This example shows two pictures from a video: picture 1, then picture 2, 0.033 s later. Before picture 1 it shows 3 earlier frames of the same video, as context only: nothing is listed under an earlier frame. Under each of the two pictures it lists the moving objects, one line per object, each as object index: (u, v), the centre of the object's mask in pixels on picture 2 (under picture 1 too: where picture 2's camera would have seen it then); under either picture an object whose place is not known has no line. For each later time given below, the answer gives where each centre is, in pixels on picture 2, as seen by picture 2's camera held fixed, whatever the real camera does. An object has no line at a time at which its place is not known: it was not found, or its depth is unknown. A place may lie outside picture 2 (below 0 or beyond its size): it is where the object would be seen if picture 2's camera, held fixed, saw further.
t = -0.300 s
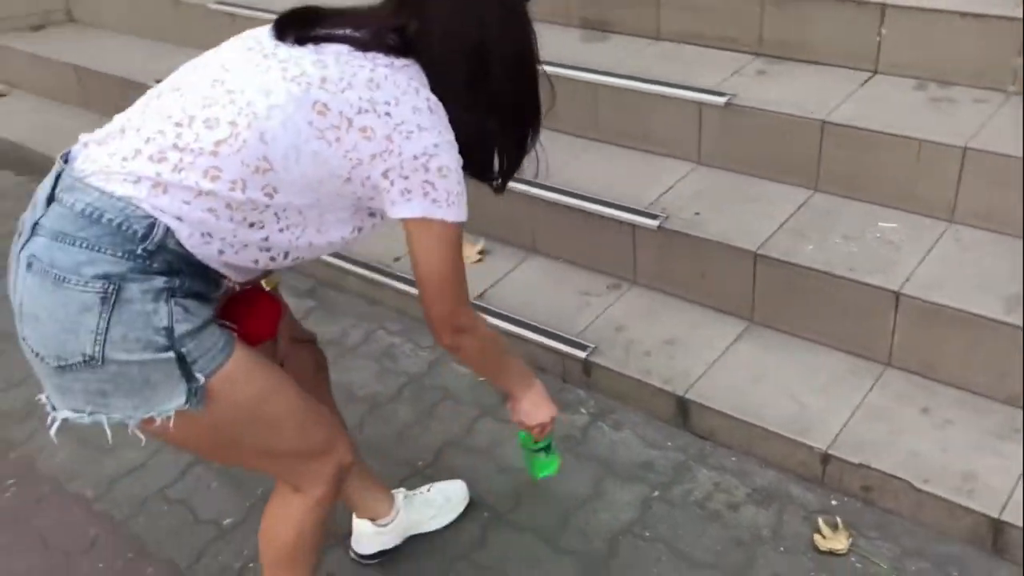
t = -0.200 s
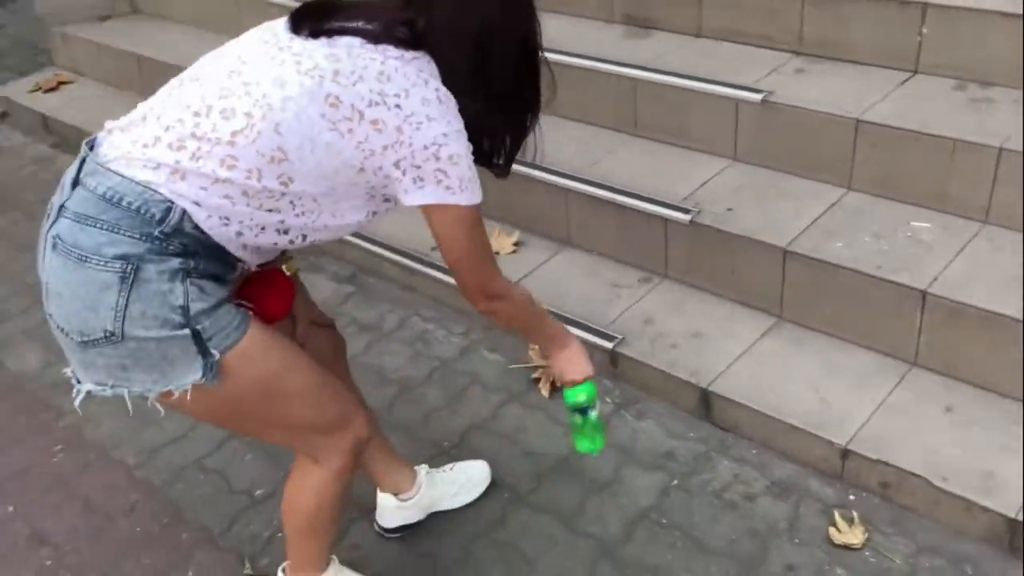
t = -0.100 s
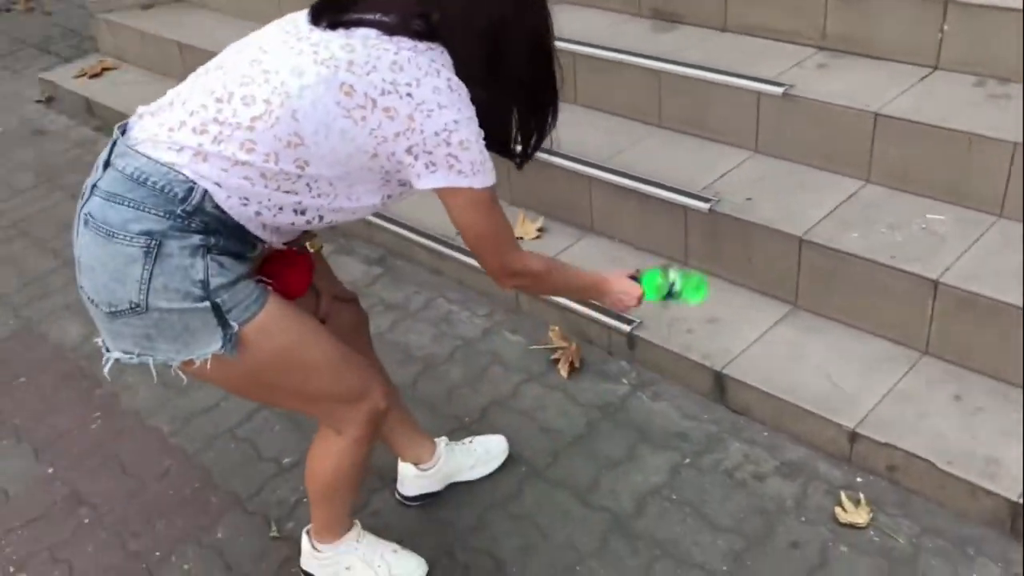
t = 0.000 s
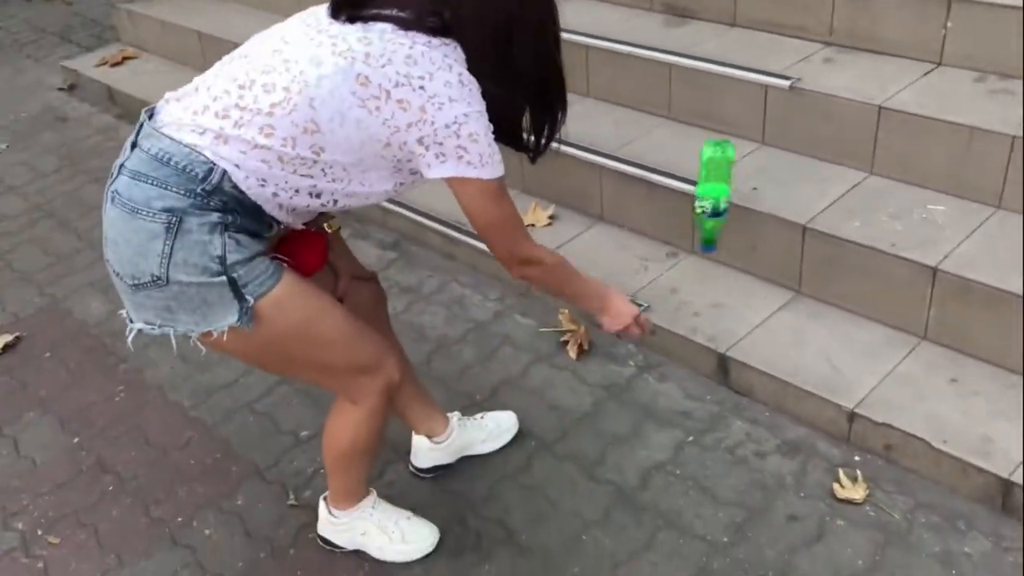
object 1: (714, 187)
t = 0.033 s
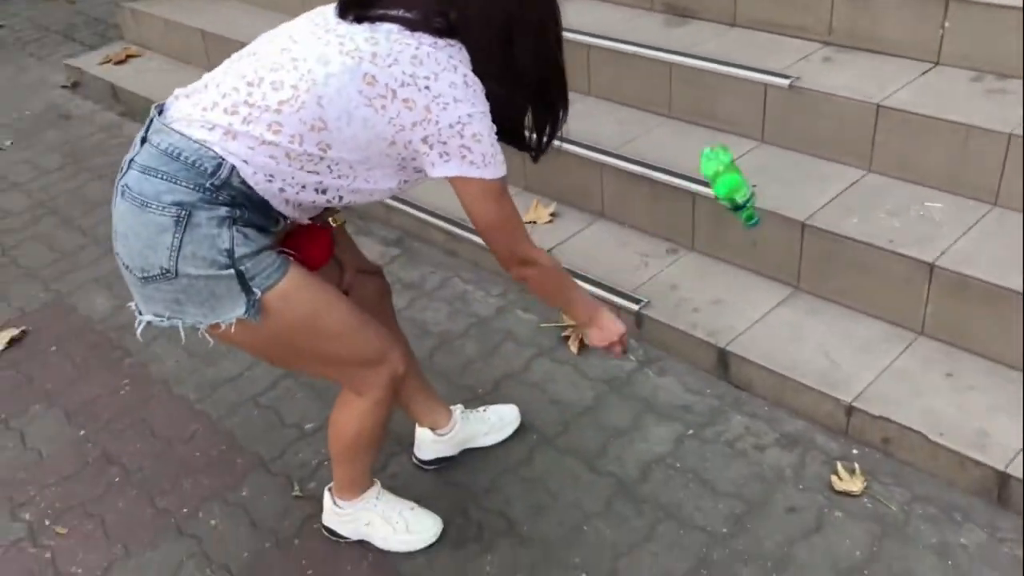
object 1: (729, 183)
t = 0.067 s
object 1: (741, 199)
